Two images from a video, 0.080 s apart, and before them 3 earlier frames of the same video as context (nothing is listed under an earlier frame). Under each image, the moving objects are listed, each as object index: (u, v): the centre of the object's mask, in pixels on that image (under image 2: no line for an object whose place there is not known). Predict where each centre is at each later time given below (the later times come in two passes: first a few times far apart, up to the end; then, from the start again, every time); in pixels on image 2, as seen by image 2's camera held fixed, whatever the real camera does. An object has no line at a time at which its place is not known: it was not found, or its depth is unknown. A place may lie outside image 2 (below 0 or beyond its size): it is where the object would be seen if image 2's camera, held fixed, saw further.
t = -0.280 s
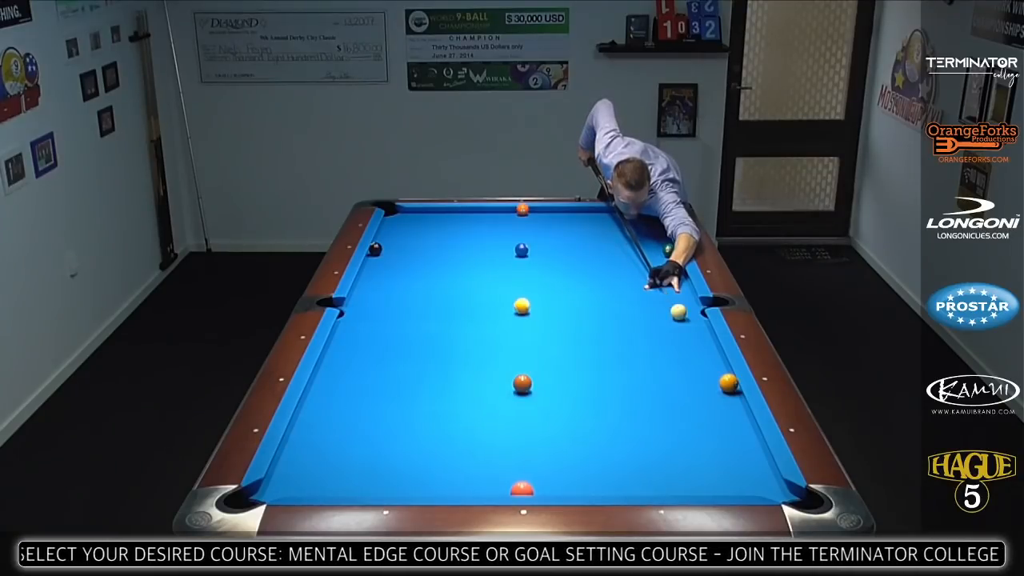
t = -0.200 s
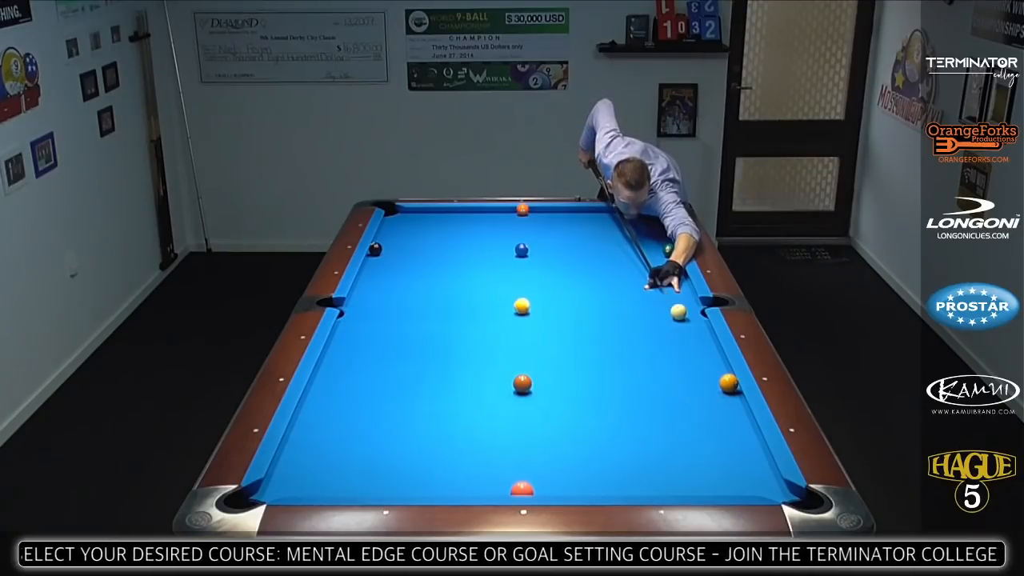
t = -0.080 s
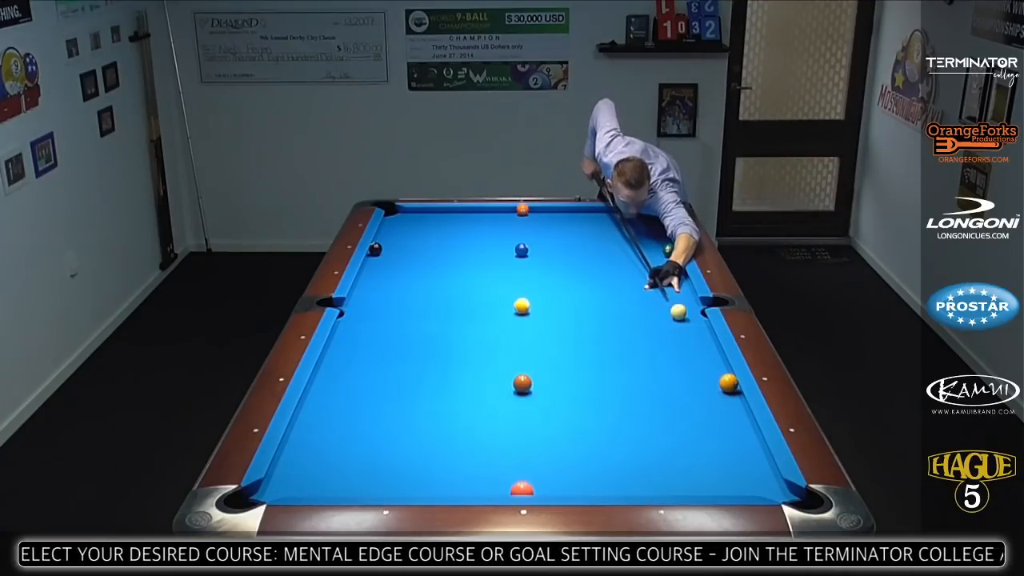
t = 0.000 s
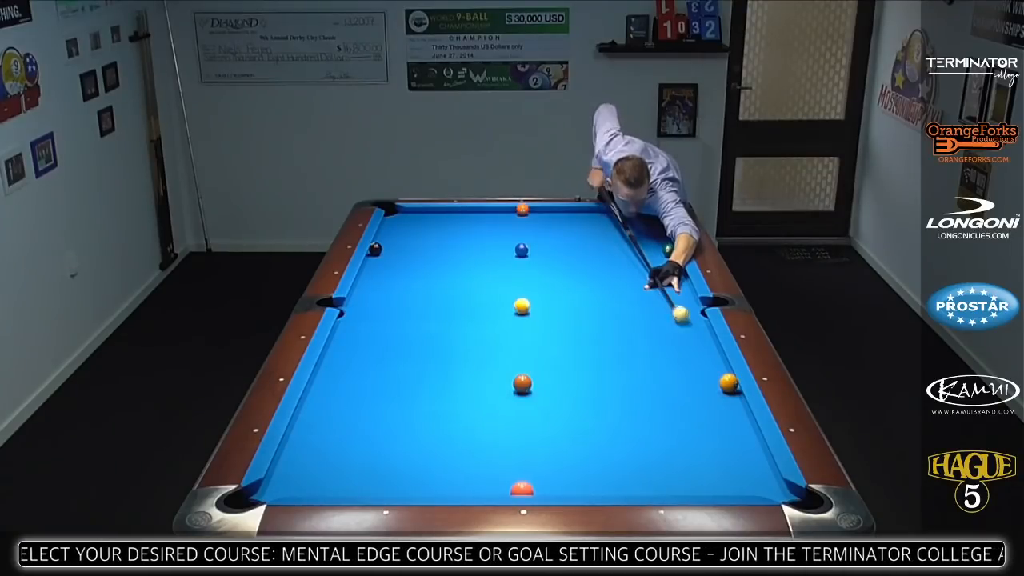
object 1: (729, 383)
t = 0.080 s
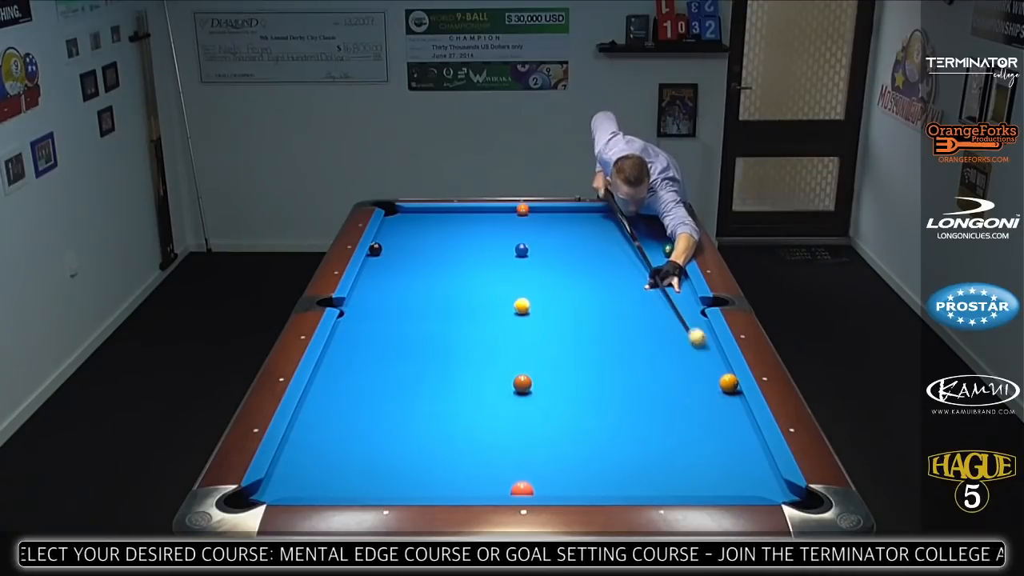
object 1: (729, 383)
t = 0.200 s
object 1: (729, 383)
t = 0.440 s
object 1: (758, 459)
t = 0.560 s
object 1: (775, 494)
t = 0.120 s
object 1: (729, 383)
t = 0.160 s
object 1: (729, 383)
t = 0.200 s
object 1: (729, 383)
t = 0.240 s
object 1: (733, 394)
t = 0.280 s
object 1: (738, 407)
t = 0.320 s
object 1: (743, 419)
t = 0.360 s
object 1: (748, 433)
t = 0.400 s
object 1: (753, 446)
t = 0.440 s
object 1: (758, 459)
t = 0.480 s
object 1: (763, 473)
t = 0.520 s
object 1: (768, 485)
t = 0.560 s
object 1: (775, 494)
